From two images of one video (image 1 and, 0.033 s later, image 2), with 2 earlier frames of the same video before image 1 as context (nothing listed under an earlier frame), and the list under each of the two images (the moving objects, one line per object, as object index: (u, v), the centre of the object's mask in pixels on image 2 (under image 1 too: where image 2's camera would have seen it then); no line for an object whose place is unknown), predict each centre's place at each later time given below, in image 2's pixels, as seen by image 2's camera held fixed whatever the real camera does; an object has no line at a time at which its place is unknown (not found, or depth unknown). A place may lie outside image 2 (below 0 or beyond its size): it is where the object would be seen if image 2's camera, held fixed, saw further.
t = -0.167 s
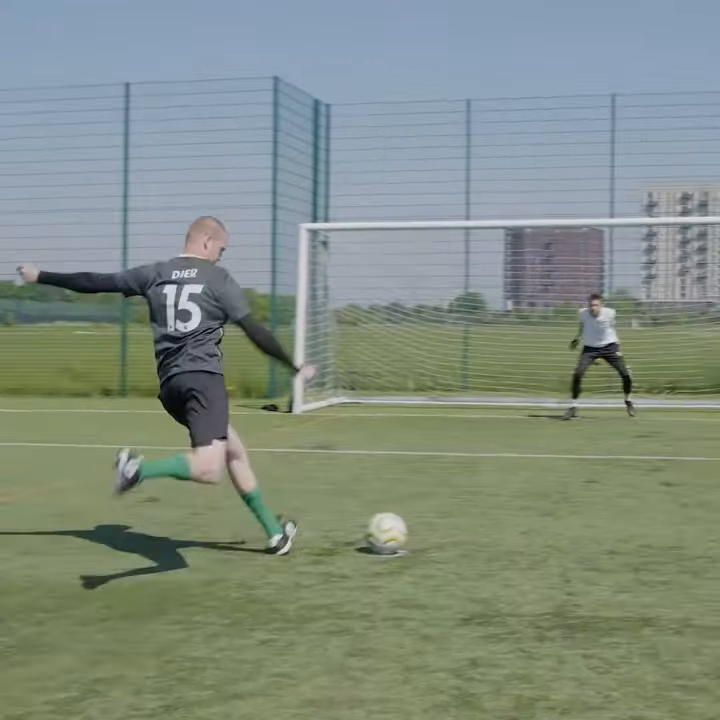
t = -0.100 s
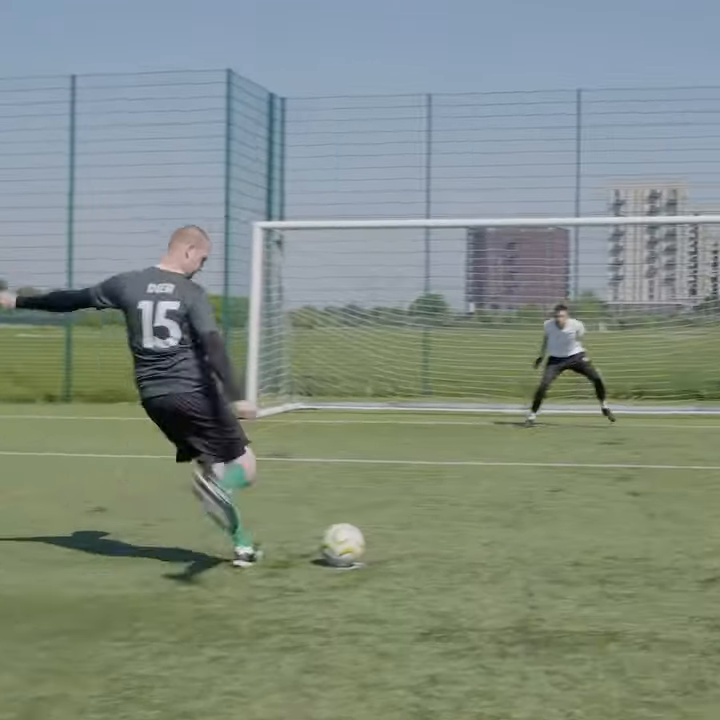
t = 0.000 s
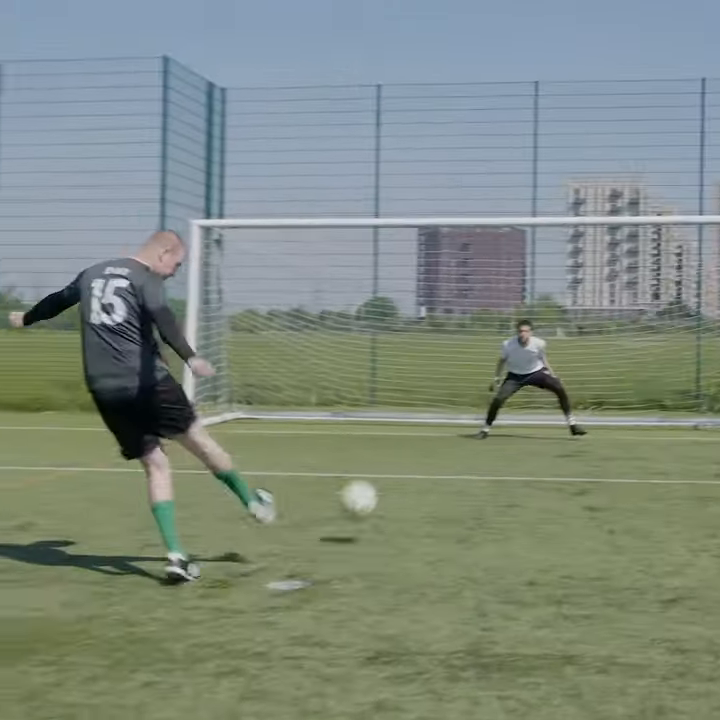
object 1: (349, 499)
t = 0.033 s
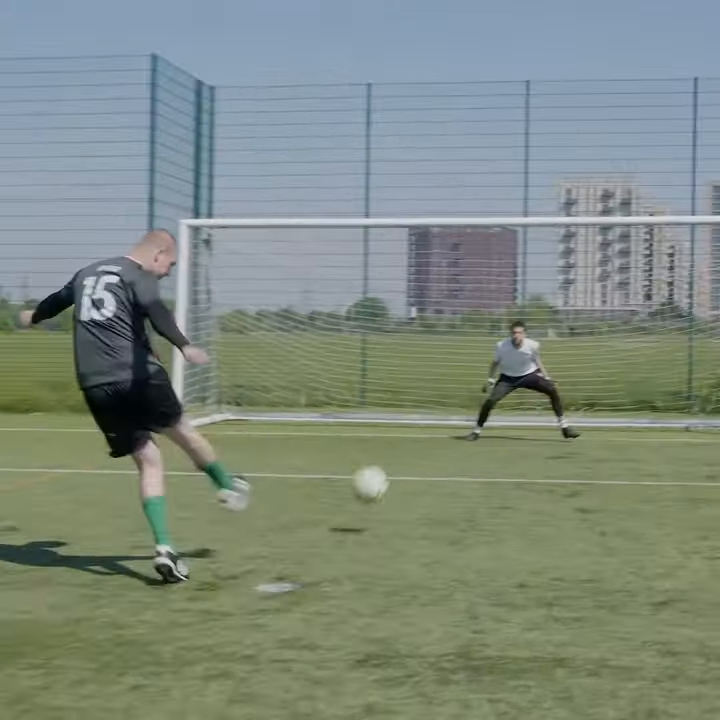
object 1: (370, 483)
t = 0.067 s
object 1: (401, 455)
